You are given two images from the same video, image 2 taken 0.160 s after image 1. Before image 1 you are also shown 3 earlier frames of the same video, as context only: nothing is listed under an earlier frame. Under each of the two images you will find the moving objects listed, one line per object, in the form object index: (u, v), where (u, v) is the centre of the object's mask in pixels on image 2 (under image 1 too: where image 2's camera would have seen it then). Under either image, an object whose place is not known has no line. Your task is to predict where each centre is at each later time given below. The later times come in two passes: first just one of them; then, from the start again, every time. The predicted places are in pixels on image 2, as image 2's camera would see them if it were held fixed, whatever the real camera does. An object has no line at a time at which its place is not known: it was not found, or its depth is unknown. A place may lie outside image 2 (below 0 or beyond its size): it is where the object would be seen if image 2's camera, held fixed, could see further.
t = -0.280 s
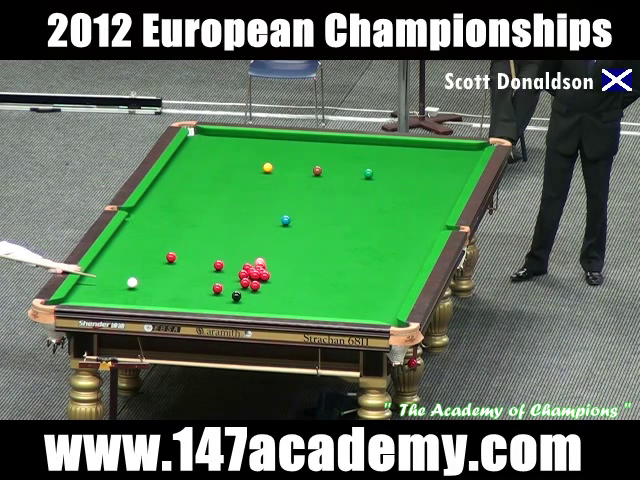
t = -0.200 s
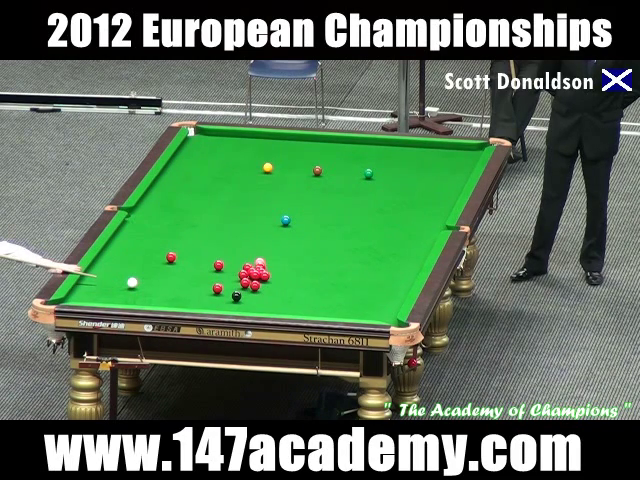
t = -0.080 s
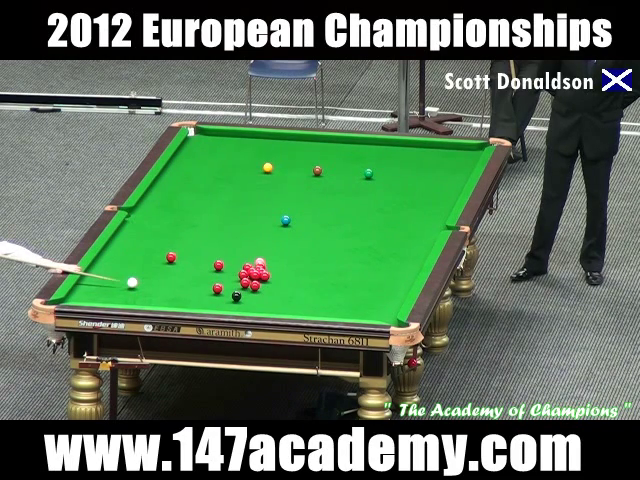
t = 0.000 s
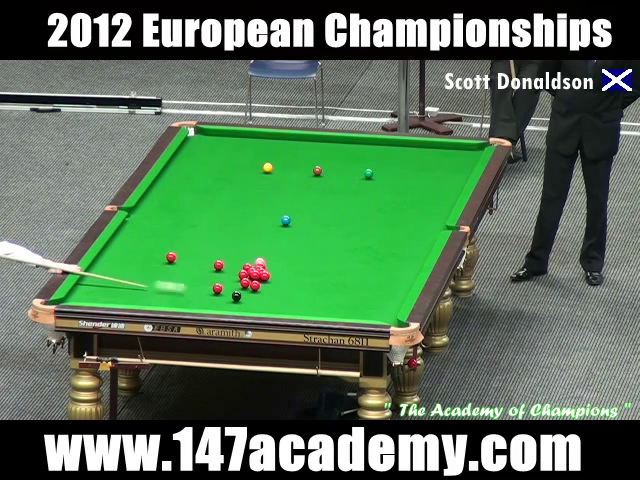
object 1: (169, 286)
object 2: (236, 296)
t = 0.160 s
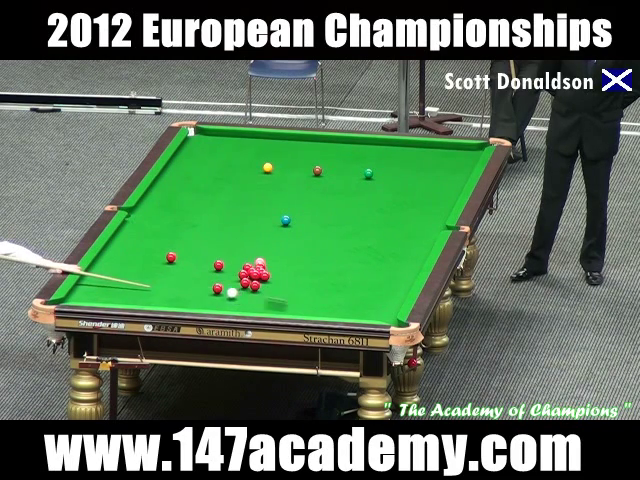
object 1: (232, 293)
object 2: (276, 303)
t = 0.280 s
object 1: (236, 290)
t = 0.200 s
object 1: (233, 292)
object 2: (297, 308)
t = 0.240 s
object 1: (235, 291)
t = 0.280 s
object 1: (236, 290)
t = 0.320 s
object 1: (237, 290)
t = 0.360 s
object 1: (238, 290)
